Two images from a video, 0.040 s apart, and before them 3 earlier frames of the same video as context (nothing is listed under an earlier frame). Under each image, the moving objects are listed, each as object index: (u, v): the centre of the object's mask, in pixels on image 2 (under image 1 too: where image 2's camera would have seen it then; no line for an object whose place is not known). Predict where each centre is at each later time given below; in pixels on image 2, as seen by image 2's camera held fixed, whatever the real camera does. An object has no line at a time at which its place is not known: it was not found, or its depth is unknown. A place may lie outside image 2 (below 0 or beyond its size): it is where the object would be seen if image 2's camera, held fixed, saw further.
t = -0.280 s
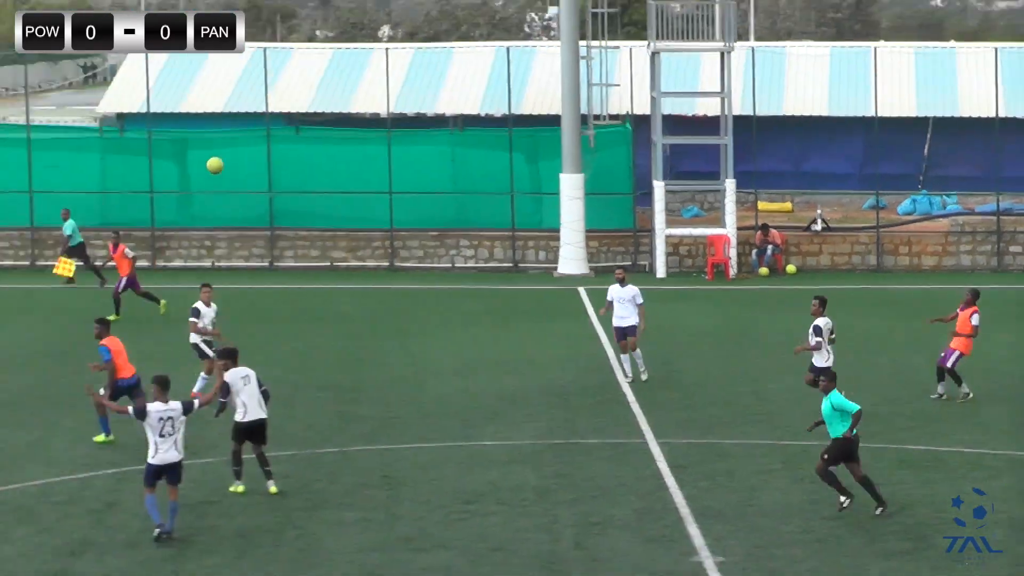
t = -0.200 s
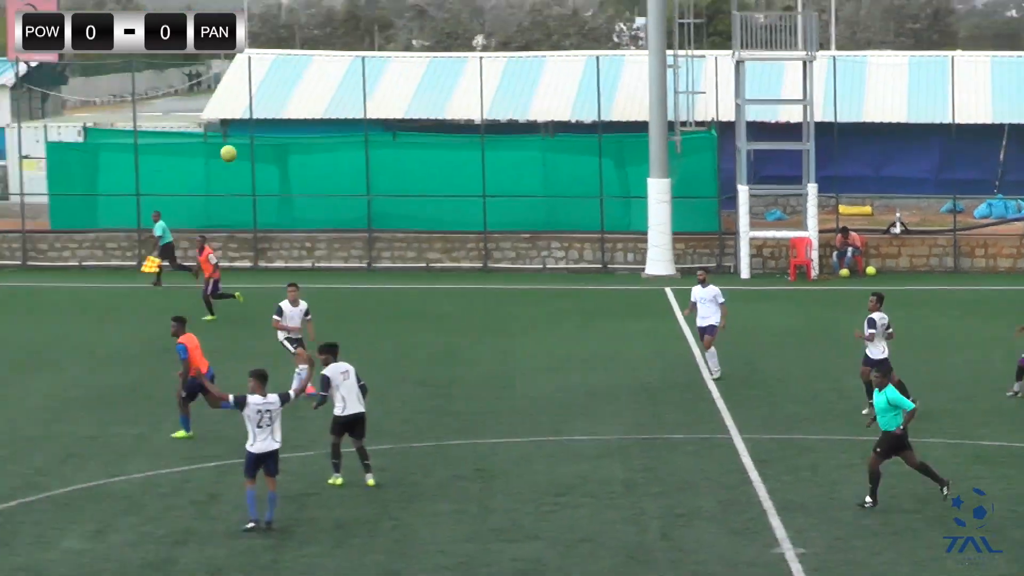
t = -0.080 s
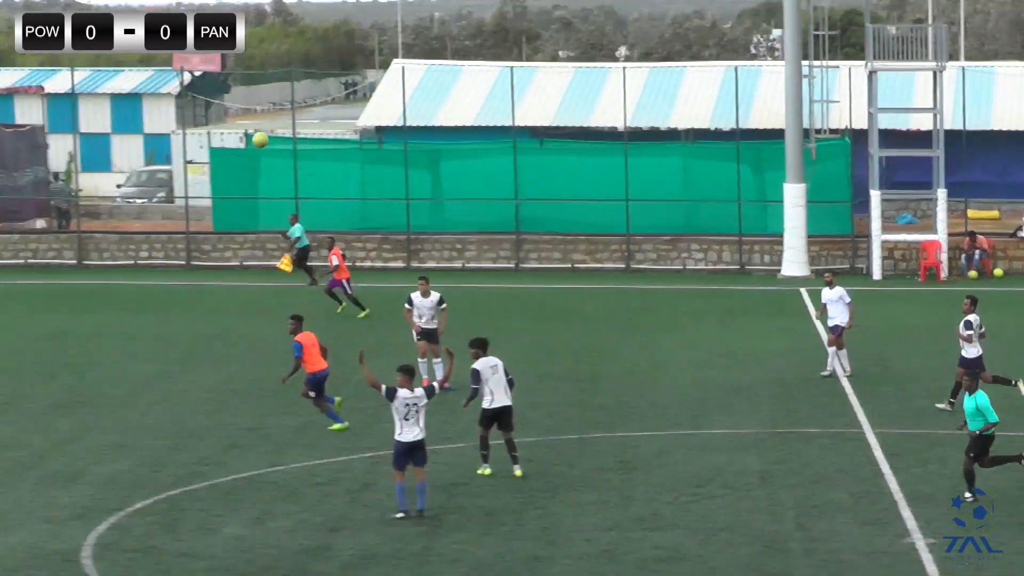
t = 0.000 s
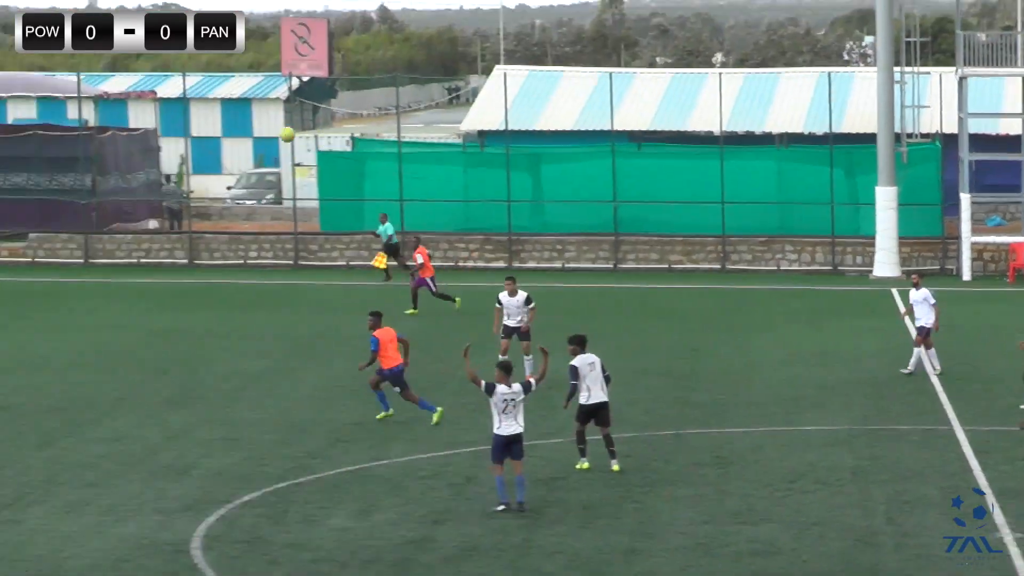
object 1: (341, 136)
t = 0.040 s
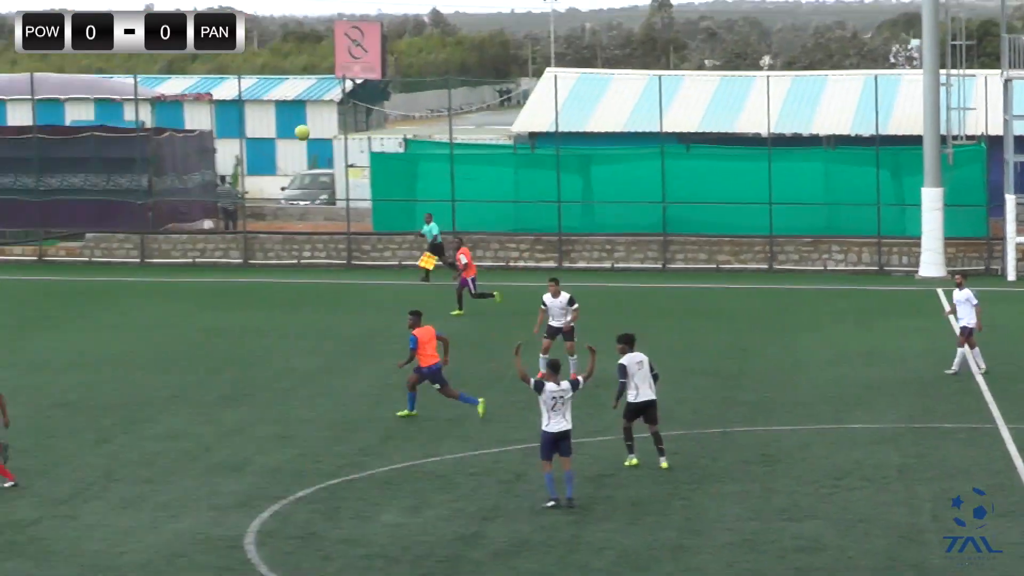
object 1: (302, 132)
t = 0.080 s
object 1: (264, 130)
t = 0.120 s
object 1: (226, 127)
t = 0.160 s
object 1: (186, 126)
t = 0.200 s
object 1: (146, 122)
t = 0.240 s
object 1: (106, 121)
